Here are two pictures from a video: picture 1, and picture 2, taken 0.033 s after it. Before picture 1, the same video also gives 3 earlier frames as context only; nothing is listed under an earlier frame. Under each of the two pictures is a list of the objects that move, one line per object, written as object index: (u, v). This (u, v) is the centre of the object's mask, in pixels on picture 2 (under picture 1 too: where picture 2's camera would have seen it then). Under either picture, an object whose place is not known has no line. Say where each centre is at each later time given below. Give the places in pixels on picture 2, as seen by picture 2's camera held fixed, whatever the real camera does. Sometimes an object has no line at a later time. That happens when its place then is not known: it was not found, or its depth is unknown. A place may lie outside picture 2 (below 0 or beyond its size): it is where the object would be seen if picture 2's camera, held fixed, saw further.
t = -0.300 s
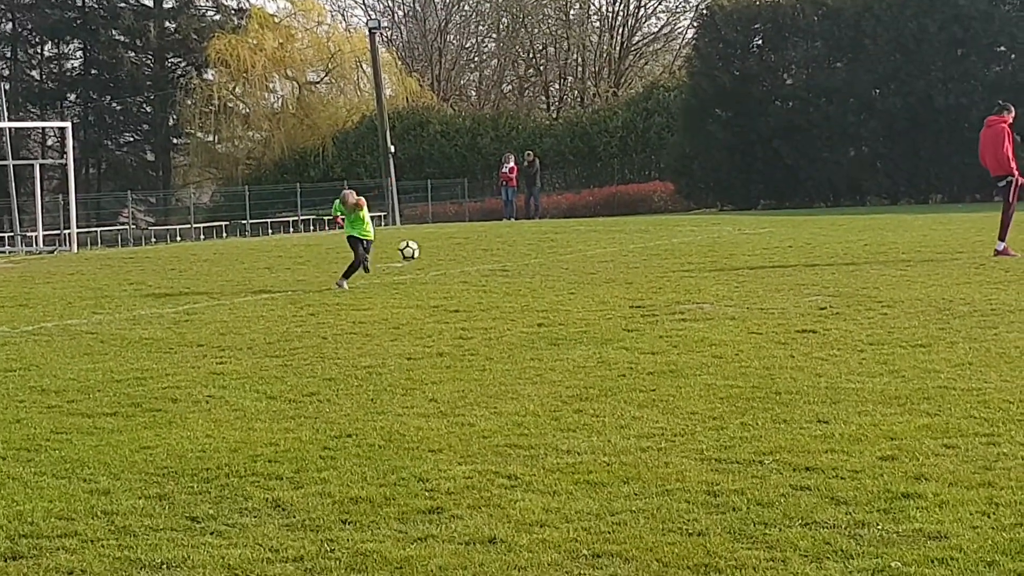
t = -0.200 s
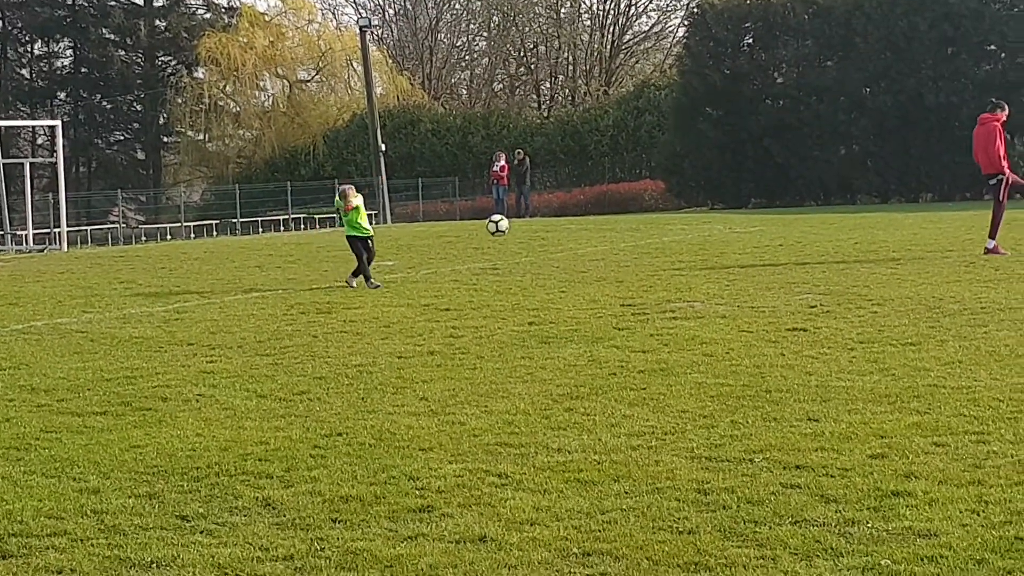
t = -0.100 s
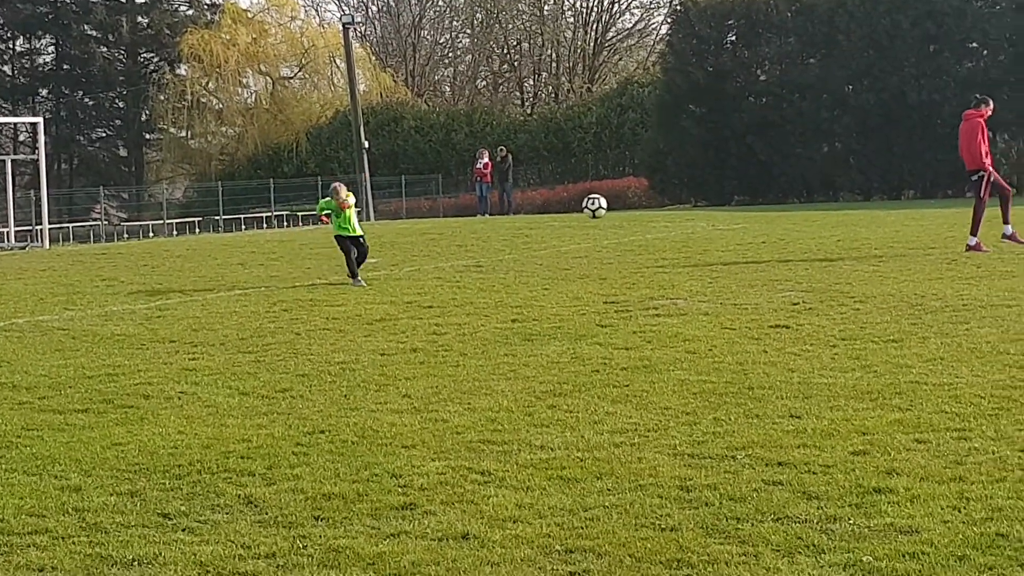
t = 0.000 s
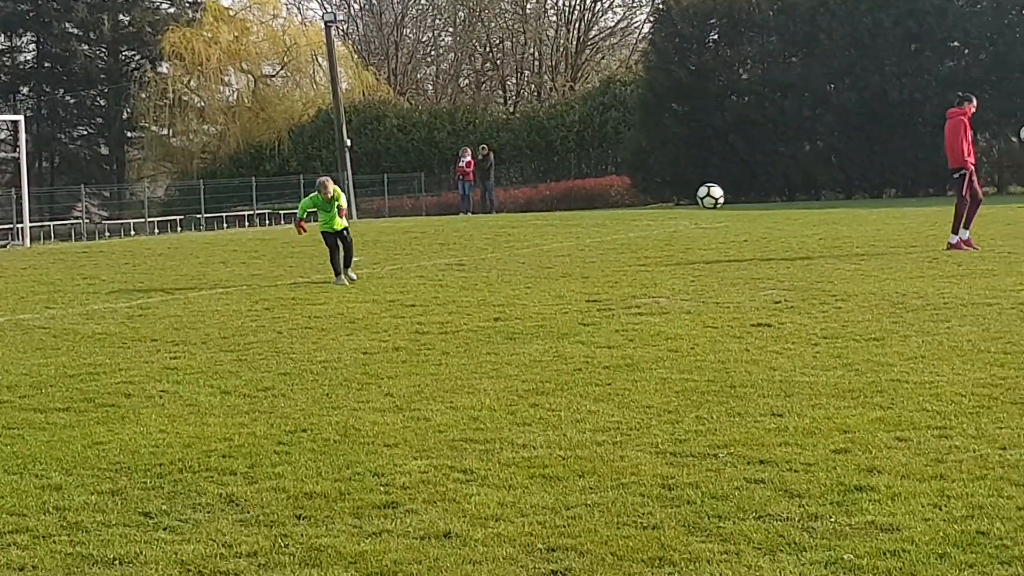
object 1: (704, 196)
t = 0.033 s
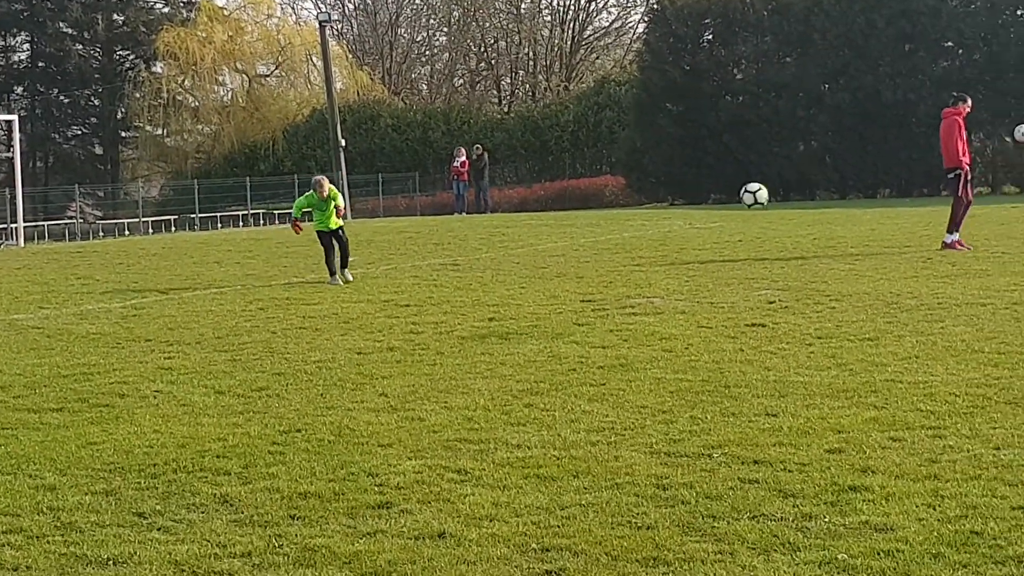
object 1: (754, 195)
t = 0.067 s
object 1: (807, 196)
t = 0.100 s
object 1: (862, 199)
